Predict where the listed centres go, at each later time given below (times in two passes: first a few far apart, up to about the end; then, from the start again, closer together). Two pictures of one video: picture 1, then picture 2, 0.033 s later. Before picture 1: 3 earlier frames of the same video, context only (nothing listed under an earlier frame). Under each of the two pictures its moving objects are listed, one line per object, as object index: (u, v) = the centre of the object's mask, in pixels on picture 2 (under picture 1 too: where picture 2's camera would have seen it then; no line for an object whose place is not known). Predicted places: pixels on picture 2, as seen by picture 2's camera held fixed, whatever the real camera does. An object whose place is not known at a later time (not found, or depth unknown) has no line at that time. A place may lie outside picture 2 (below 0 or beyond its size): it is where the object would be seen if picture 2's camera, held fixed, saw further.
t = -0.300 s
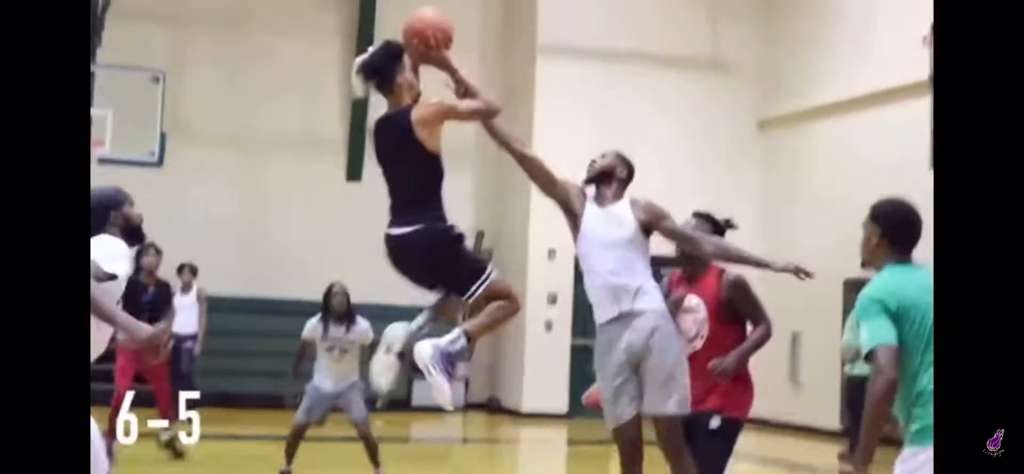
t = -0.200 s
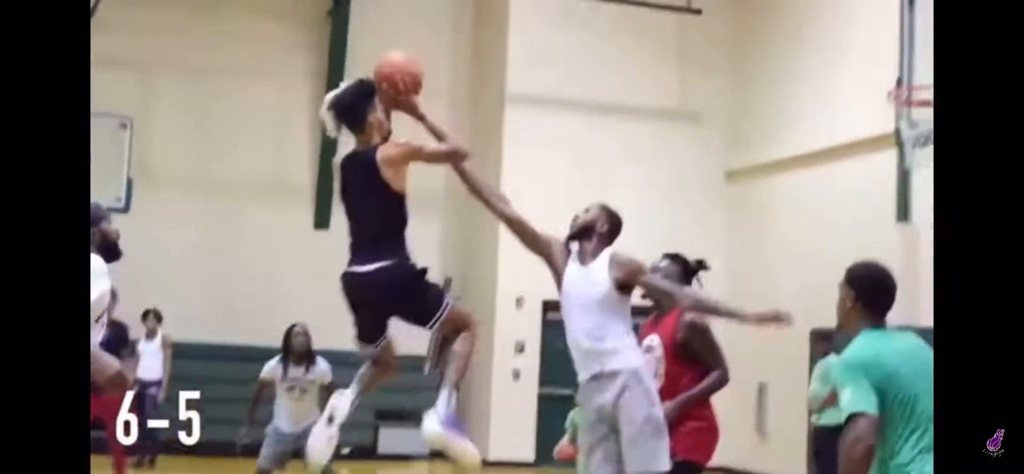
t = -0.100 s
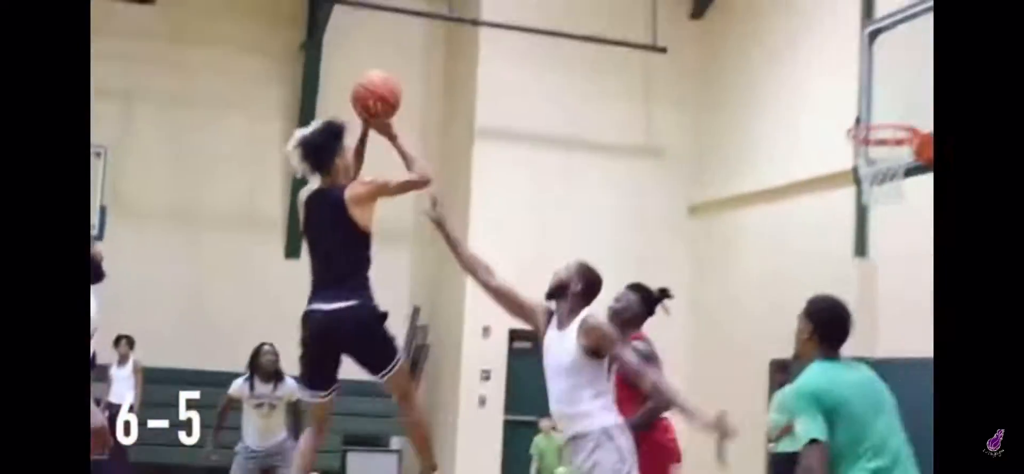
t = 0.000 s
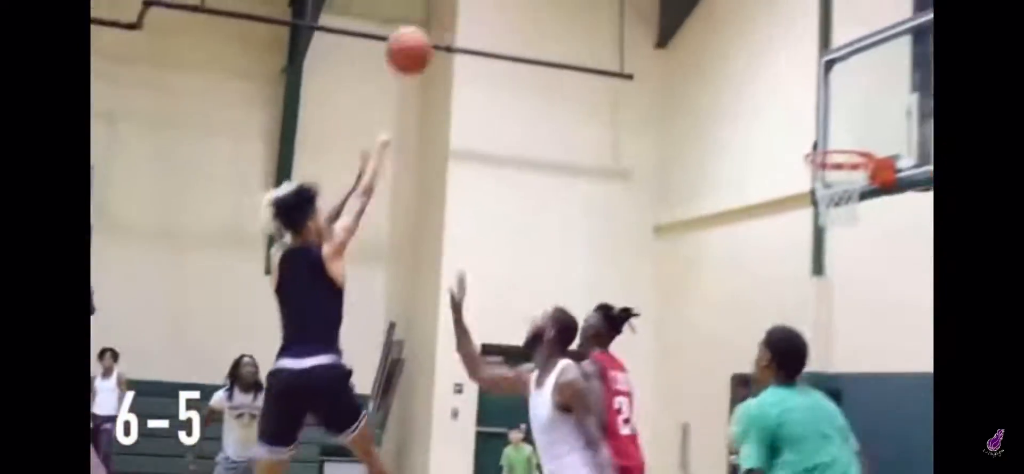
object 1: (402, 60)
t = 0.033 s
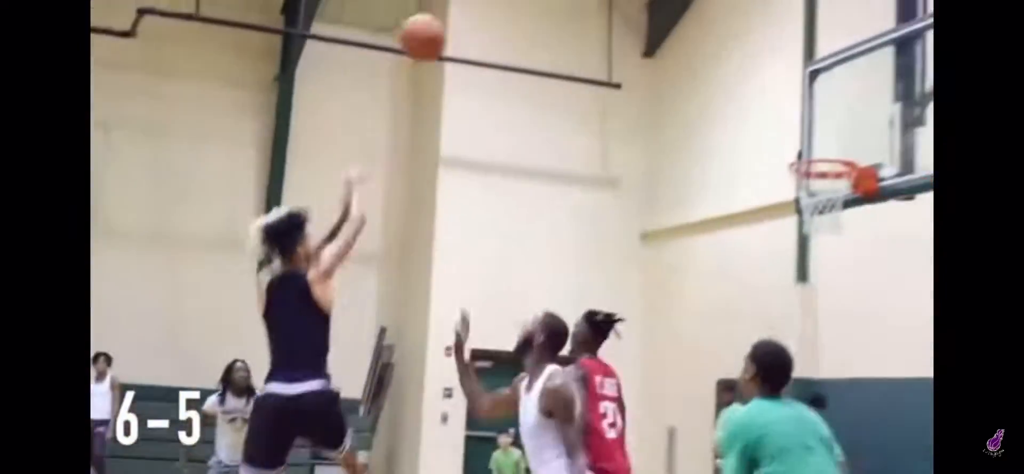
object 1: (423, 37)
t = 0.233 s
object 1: (542, -33)
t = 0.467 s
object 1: (659, -29)
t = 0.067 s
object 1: (442, 20)
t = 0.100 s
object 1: (464, 1)
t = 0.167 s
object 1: (504, -22)
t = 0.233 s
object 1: (542, -33)
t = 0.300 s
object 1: (577, -40)
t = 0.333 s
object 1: (594, -40)
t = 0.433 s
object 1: (641, -32)
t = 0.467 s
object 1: (659, -29)
